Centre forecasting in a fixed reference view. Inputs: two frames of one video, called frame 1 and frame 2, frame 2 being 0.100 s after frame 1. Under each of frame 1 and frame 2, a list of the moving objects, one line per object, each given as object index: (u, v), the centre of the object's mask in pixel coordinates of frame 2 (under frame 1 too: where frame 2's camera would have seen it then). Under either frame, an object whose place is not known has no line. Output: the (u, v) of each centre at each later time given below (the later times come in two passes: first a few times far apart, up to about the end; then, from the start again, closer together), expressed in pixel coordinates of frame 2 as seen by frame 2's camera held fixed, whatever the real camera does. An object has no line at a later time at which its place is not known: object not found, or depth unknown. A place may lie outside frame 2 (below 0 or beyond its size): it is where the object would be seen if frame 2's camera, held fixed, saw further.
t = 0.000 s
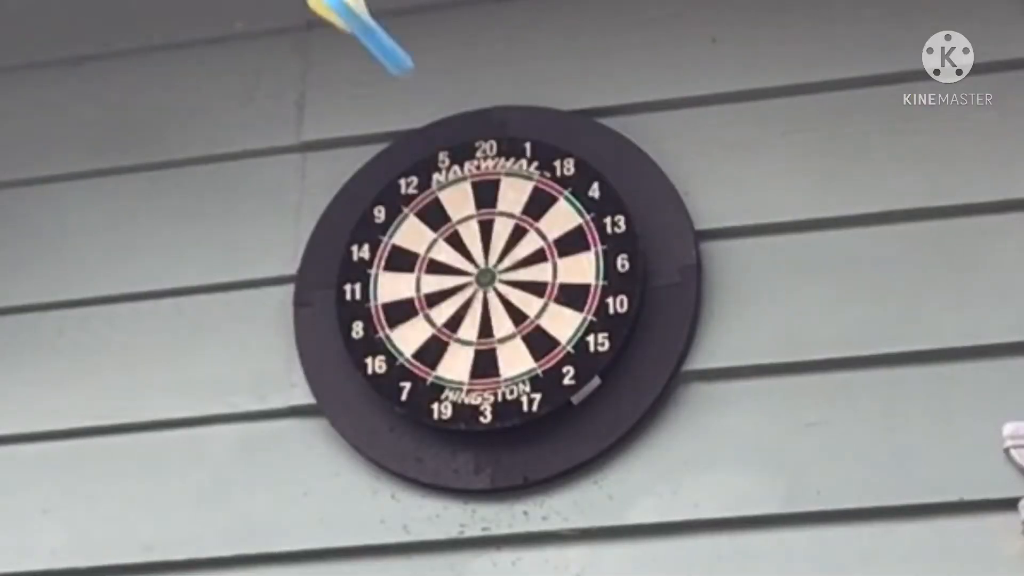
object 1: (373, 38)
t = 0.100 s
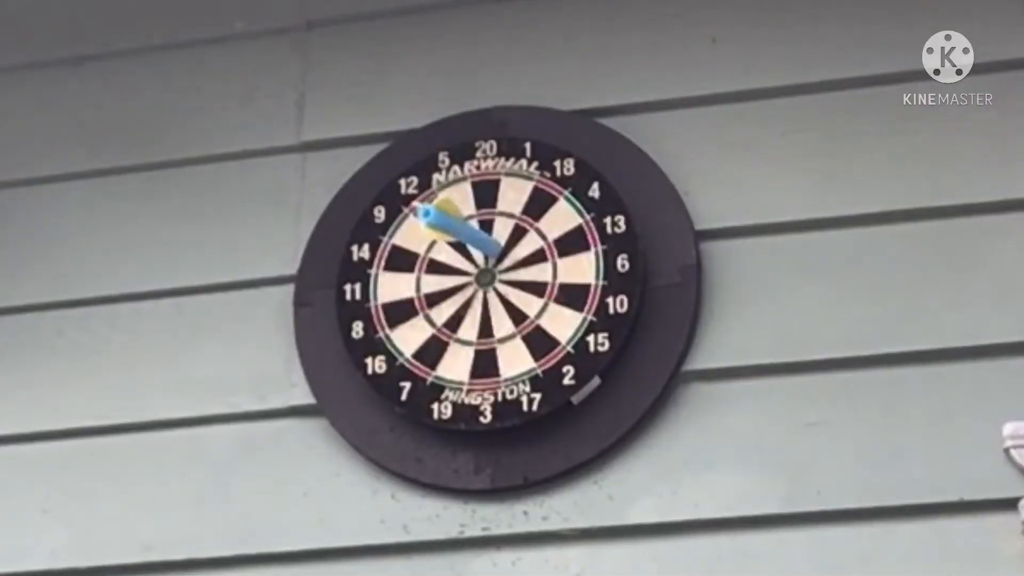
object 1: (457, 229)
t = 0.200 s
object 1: (460, 224)
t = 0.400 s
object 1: (460, 224)
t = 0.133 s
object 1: (460, 222)
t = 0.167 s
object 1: (460, 224)
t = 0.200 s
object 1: (460, 224)
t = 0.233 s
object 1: (460, 224)
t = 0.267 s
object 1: (460, 224)
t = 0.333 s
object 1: (460, 224)
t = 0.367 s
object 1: (460, 224)
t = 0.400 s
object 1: (460, 224)
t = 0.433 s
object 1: (460, 223)
